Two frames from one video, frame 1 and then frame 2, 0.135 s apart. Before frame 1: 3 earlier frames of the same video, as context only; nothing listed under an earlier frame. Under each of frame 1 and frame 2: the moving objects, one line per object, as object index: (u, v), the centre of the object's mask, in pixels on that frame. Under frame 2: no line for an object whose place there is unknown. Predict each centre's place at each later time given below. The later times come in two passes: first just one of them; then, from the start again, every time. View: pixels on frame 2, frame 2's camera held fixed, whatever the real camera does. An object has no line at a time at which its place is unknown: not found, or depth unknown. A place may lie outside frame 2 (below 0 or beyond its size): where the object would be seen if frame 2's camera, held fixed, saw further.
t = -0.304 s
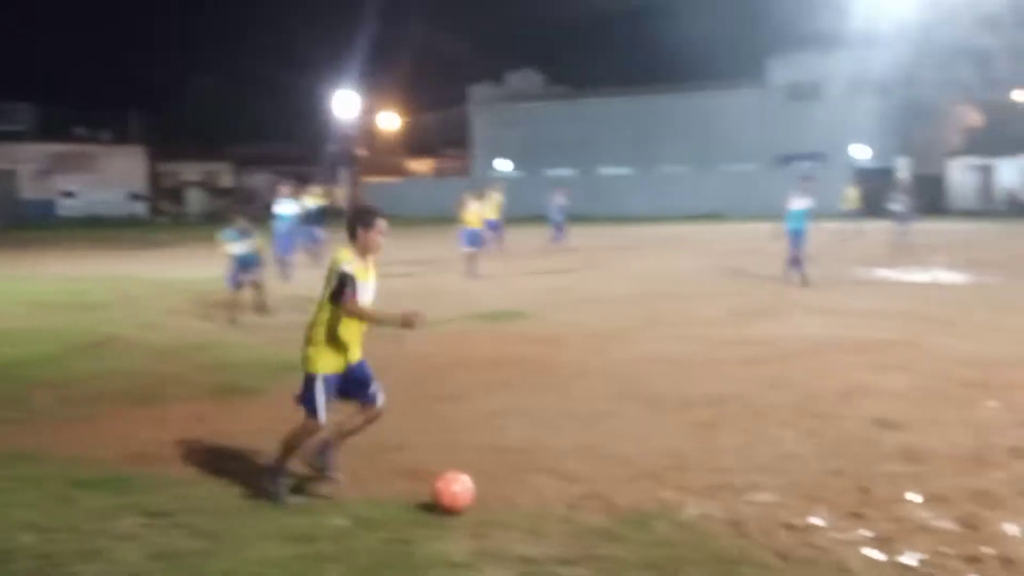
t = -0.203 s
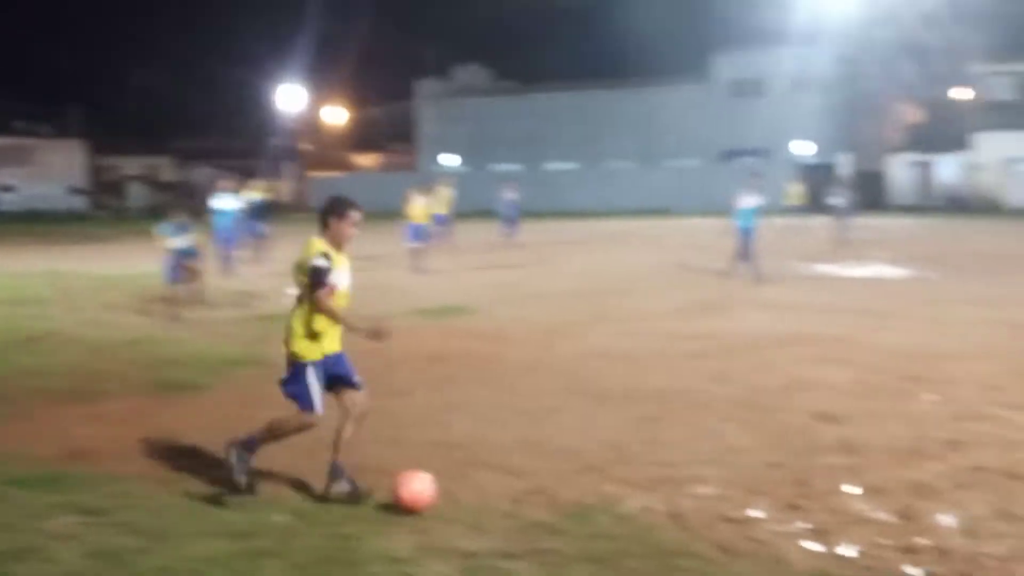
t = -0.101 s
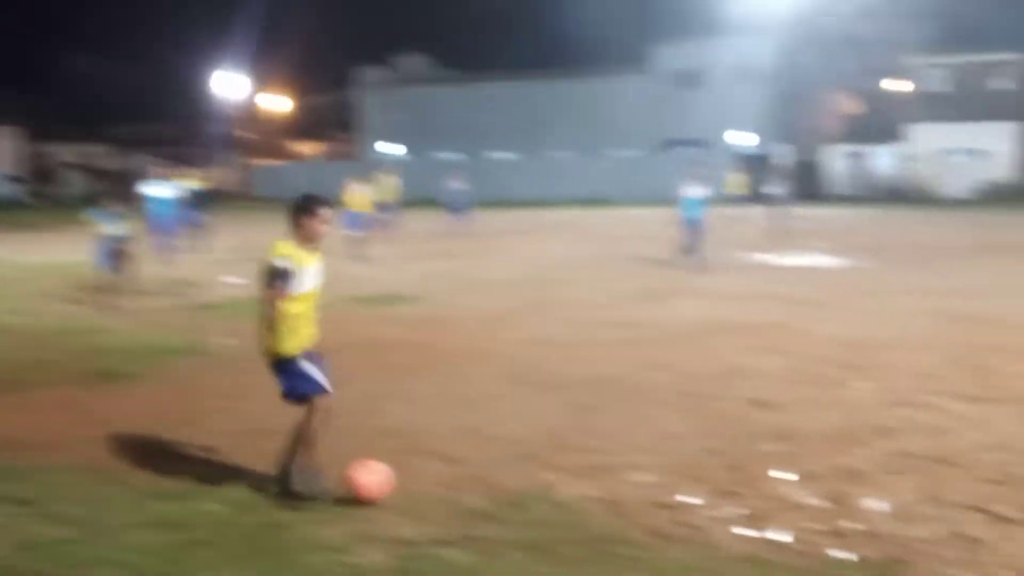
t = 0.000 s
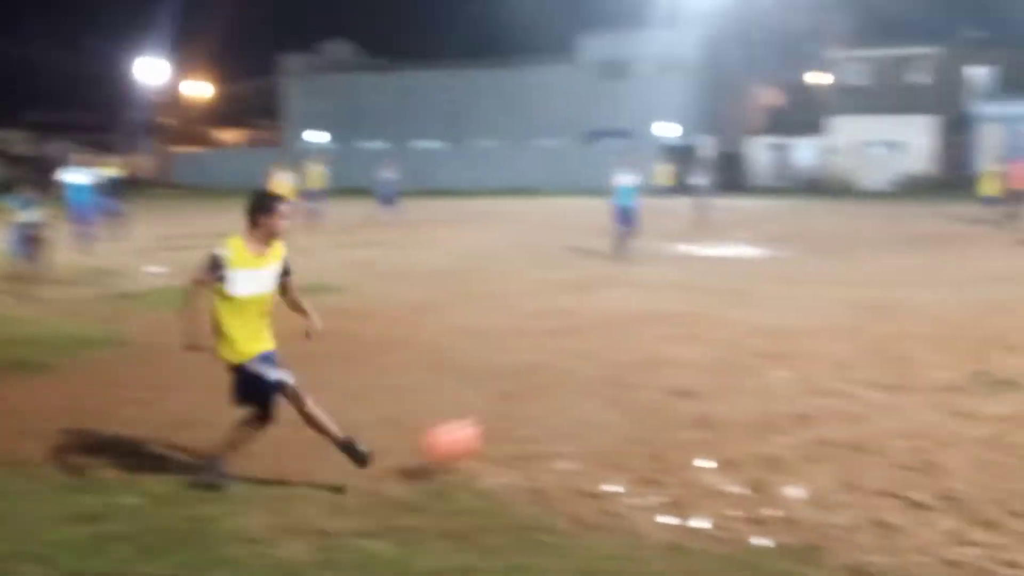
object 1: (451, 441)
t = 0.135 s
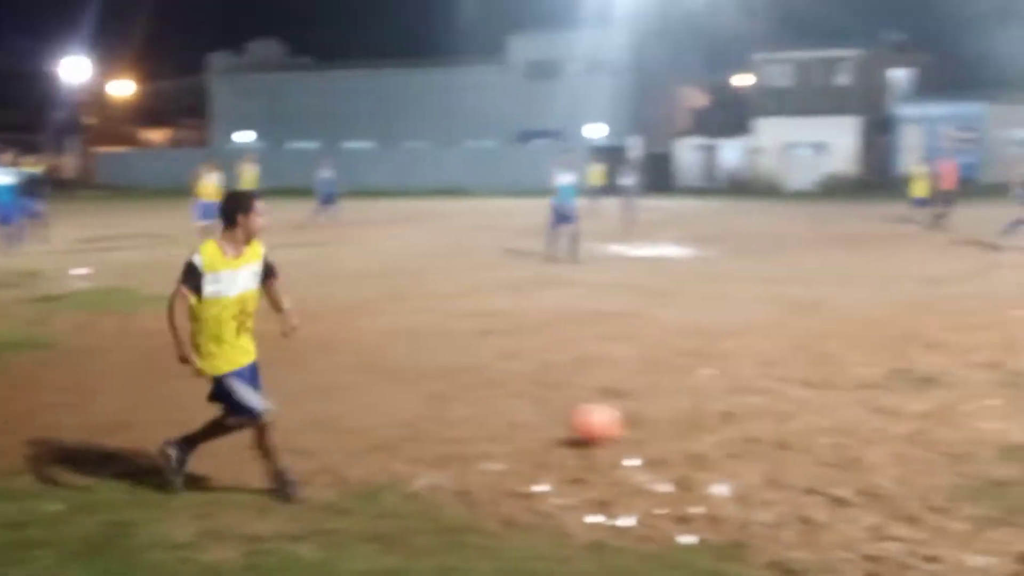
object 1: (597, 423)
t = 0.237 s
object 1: (716, 407)
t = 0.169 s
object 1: (644, 422)
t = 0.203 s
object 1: (683, 415)
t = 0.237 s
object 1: (716, 407)
